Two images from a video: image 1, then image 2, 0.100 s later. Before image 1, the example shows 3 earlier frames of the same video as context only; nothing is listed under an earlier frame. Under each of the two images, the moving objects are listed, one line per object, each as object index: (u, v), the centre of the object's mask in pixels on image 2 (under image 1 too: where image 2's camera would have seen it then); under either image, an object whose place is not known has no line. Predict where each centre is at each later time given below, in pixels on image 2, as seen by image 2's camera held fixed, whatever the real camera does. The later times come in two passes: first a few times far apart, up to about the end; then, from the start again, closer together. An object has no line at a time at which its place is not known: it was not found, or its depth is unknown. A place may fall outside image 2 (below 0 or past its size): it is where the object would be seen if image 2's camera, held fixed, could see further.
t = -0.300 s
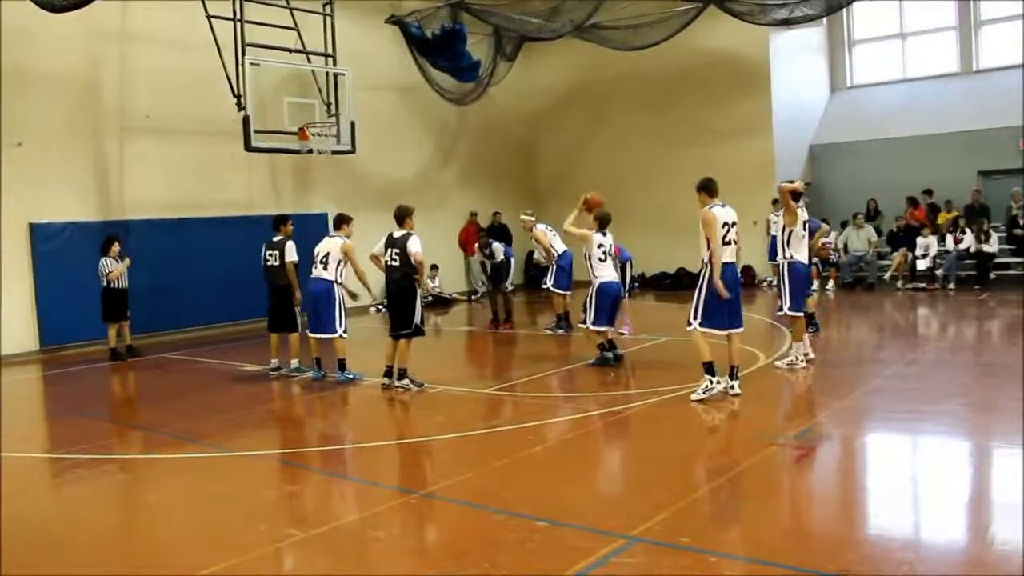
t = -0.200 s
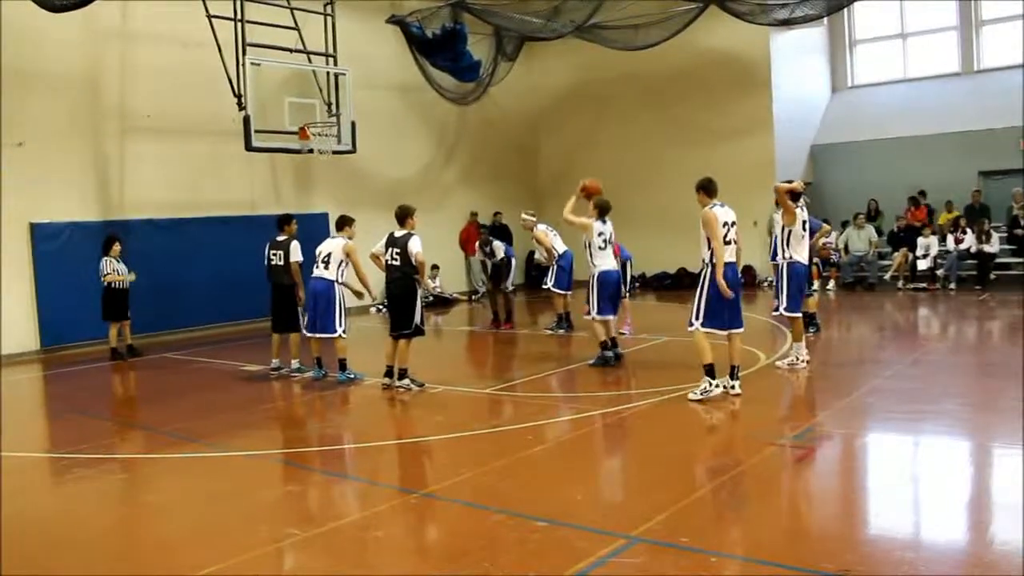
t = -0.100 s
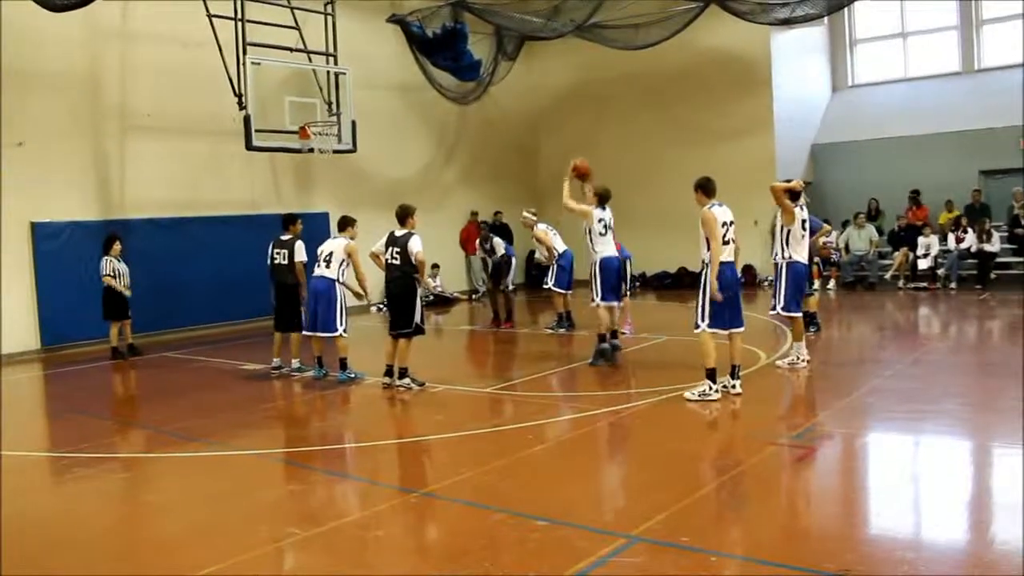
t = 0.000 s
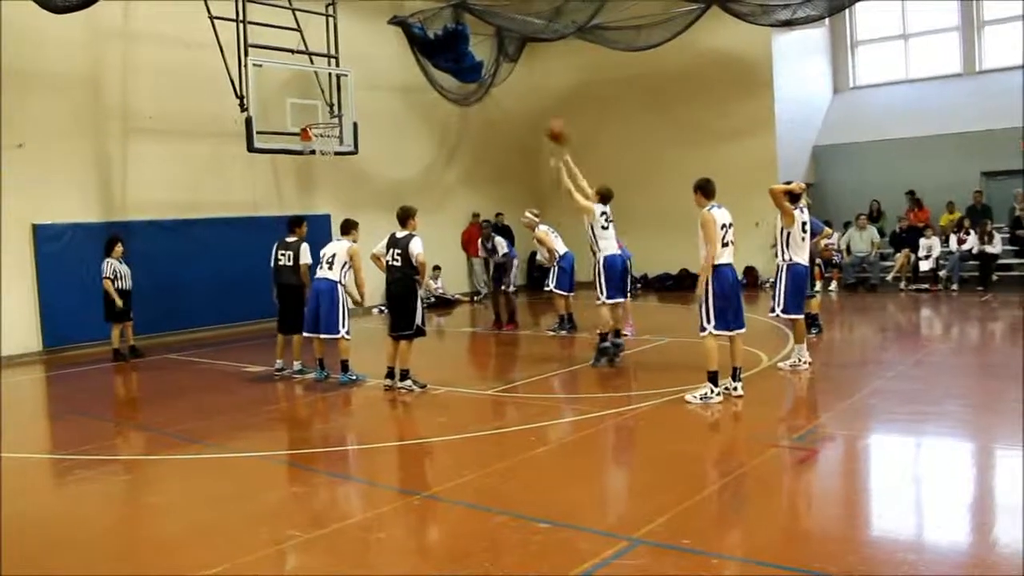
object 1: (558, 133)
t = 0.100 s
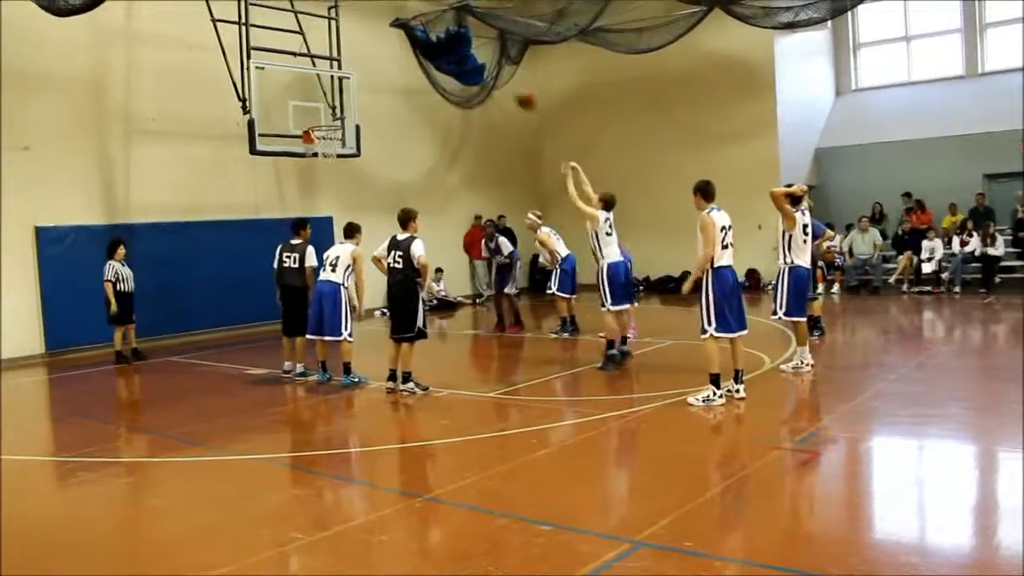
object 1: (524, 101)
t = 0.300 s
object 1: (465, 55)
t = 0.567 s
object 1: (397, 55)
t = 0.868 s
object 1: (335, 112)
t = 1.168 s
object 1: (324, 168)
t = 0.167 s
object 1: (504, 83)
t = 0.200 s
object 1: (493, 72)
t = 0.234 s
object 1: (484, 67)
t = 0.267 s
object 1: (475, 59)
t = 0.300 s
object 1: (465, 55)
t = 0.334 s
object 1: (456, 51)
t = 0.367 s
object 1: (446, 49)
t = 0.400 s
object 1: (438, 47)
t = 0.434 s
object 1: (429, 46)
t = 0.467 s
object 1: (422, 45)
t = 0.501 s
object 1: (413, 49)
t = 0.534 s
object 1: (404, 52)
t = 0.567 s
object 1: (397, 55)
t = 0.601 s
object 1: (388, 59)
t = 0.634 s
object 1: (381, 63)
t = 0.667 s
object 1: (374, 68)
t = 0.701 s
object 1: (367, 73)
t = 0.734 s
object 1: (361, 80)
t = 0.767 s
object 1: (353, 87)
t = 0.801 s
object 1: (347, 93)
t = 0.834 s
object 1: (340, 102)
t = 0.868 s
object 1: (335, 112)
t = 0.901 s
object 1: (326, 119)
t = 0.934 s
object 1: (321, 130)
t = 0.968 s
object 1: (319, 141)
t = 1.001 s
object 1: (313, 145)
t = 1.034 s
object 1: (311, 143)
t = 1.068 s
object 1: (310, 143)
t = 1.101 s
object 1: (319, 156)
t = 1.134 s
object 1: (320, 160)
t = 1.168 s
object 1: (324, 168)
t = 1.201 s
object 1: (327, 174)
